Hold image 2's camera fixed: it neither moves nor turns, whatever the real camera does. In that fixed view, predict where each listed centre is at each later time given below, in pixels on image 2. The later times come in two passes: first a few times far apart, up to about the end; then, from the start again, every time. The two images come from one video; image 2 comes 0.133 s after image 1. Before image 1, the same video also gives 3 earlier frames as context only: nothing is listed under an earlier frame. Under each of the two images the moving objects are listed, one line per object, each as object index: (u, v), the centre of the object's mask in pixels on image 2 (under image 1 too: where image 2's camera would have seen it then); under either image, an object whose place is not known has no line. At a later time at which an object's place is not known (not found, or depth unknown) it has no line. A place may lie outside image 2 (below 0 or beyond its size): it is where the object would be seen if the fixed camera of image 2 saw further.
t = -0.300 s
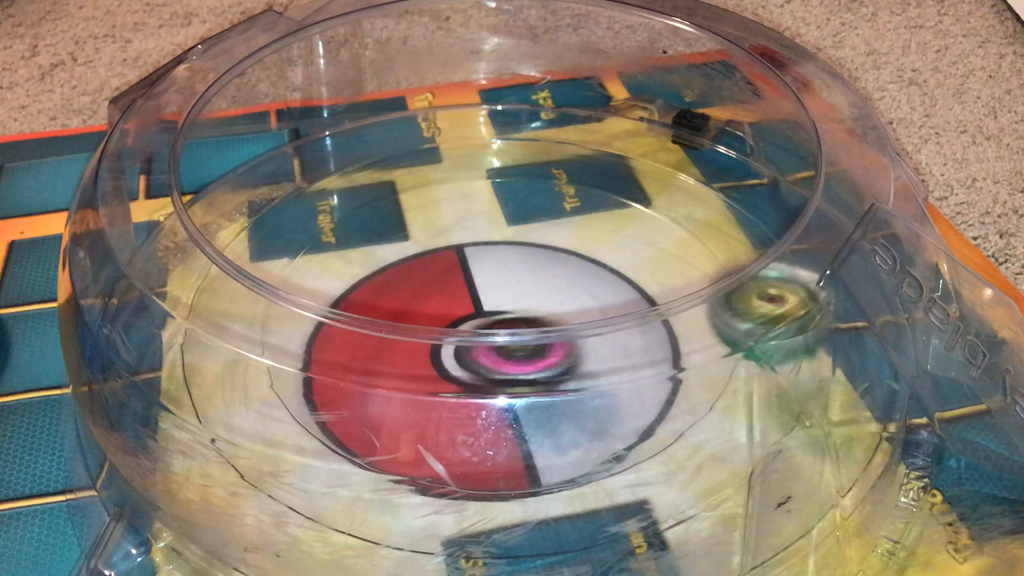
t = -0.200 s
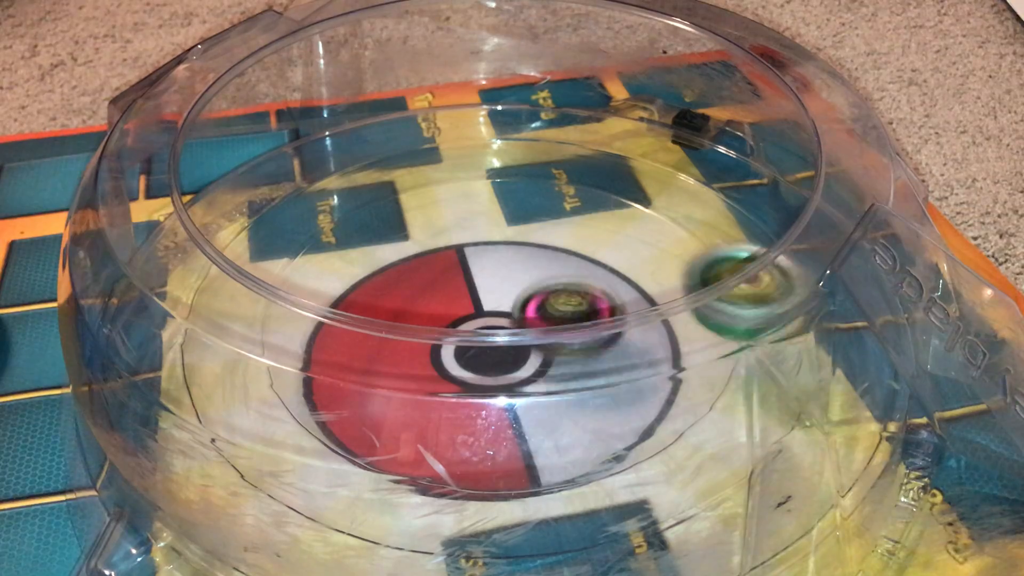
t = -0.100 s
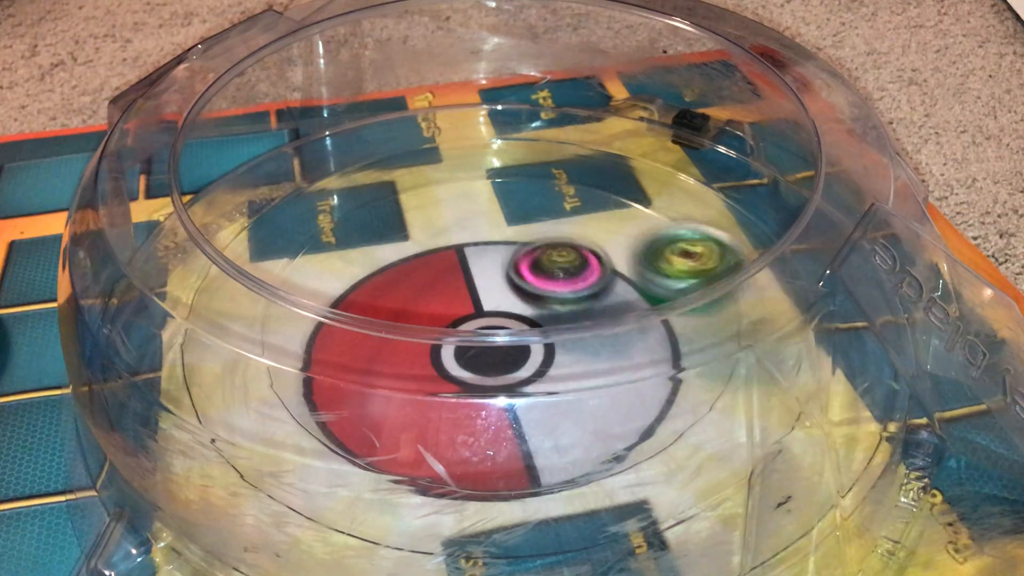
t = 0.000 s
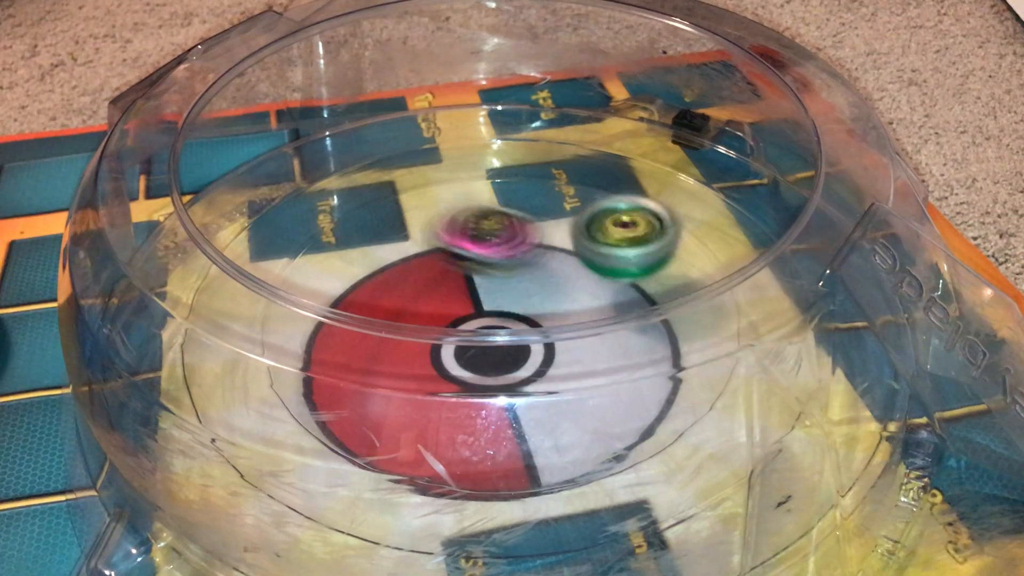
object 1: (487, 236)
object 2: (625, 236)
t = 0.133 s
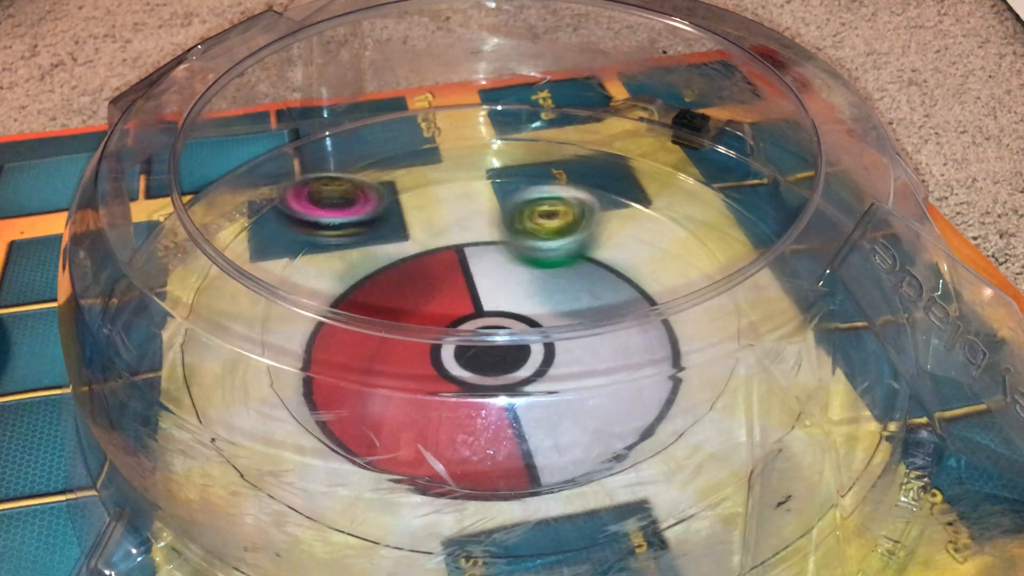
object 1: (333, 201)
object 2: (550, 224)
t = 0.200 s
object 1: (275, 212)
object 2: (484, 234)
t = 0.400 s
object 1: (166, 253)
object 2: (367, 336)
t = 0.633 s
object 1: (155, 272)
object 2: (530, 409)
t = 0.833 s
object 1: (172, 269)
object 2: (636, 326)
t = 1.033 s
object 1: (223, 287)
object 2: (524, 227)
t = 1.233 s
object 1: (316, 324)
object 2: (363, 228)
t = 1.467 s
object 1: (485, 423)
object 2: (391, 225)
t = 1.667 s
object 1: (643, 365)
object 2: (427, 263)
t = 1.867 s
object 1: (648, 263)
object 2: (508, 288)
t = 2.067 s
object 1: (591, 185)
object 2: (528, 291)
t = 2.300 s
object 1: (456, 187)
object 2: (548, 290)
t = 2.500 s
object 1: (381, 267)
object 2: (517, 296)
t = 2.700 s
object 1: (395, 345)
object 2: (573, 336)
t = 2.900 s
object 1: (525, 384)
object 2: (604, 290)
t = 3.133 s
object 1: (629, 315)
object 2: (506, 281)
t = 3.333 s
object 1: (572, 254)
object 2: (426, 326)
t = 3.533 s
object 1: (454, 262)
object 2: (462, 378)
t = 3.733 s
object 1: (396, 319)
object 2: (542, 343)
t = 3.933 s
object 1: (469, 382)
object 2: (500, 268)
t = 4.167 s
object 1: (579, 324)
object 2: (401, 259)
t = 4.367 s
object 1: (526, 261)
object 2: (413, 297)
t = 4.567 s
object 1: (420, 261)
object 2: (525, 326)
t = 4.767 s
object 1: (394, 318)
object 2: (573, 263)
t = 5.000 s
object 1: (518, 351)
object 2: (508, 237)
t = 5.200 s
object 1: (572, 284)
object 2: (447, 290)
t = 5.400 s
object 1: (513, 241)
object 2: (481, 358)
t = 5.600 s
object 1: (435, 276)
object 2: (566, 346)
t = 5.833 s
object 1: (476, 347)
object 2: (551, 274)
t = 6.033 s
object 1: (568, 325)
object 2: (469, 252)
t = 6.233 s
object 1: (560, 274)
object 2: (421, 290)
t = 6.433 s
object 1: (464, 270)
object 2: (485, 347)
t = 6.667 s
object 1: (444, 344)
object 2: (572, 296)
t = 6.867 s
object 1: (542, 349)
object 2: (542, 262)
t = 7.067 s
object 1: (570, 297)
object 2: (437, 255)
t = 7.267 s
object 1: (507, 283)
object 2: (374, 281)
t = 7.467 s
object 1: (506, 285)
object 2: (350, 339)
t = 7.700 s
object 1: (491, 298)
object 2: (453, 380)
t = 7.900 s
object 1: (510, 274)
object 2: (562, 356)
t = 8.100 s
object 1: (466, 283)
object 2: (586, 268)
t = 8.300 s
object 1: (512, 314)
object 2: (515, 221)
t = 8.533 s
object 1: (558, 282)
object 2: (425, 242)
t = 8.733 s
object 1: (500, 281)
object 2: (402, 309)
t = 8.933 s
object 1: (510, 303)
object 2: (435, 385)
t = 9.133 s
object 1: (555, 301)
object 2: (509, 390)
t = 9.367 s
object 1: (513, 275)
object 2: (552, 359)
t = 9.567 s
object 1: (445, 284)
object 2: (555, 340)
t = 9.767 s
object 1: (394, 309)
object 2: (559, 298)
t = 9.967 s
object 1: (375, 320)
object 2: (586, 278)
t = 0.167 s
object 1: (303, 204)
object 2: (519, 227)
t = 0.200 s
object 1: (275, 212)
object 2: (484, 234)
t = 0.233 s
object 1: (249, 216)
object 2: (452, 242)
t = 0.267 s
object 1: (232, 219)
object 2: (420, 257)
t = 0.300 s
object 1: (209, 225)
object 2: (396, 272)
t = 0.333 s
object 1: (187, 233)
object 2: (380, 286)
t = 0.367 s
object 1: (173, 238)
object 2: (369, 314)
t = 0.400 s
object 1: (166, 253)
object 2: (367, 336)
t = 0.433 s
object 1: (166, 257)
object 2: (374, 358)
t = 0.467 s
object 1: (163, 266)
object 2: (390, 381)
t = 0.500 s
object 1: (161, 270)
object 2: (412, 392)
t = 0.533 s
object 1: (158, 270)
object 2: (439, 403)
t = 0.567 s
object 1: (152, 269)
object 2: (469, 409)
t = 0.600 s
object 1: (152, 270)
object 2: (499, 411)
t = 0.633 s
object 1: (155, 272)
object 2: (530, 409)
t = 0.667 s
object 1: (157, 272)
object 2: (560, 401)
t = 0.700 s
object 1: (158, 272)
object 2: (587, 392)
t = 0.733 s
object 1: (160, 272)
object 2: (608, 382)
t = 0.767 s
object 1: (162, 272)
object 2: (626, 370)
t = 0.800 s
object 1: (164, 271)
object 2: (633, 346)
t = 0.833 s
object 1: (172, 269)
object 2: (636, 326)
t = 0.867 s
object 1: (173, 268)
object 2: (629, 306)
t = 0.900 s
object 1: (176, 268)
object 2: (619, 281)
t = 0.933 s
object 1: (188, 265)
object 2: (604, 269)
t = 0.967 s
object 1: (199, 274)
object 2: (581, 251)
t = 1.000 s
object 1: (211, 282)
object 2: (553, 236)
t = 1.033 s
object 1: (223, 287)
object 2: (524, 227)
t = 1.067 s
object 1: (233, 291)
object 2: (491, 220)
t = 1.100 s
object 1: (247, 291)
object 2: (458, 219)
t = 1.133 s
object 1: (260, 294)
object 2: (423, 220)
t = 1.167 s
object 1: (283, 291)
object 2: (393, 224)
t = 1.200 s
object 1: (307, 302)
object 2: (370, 232)
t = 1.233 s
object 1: (316, 324)
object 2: (363, 228)
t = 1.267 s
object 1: (323, 361)
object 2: (369, 219)
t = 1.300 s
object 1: (338, 379)
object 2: (375, 213)
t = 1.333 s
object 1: (360, 398)
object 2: (379, 210)
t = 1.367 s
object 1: (389, 410)
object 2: (382, 211)
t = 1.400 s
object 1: (420, 418)
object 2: (385, 214)
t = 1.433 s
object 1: (453, 423)
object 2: (387, 218)
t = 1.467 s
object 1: (485, 423)
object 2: (391, 225)
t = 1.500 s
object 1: (519, 420)
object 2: (393, 230)
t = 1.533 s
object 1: (551, 412)
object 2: (399, 237)
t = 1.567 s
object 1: (581, 402)
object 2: (403, 243)
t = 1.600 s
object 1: (604, 390)
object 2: (410, 249)
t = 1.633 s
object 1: (626, 377)
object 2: (418, 255)
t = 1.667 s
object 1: (643, 365)
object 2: (427, 263)
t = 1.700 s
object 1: (657, 350)
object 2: (438, 271)
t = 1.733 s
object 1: (662, 330)
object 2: (450, 277)
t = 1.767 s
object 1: (661, 304)
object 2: (463, 282)
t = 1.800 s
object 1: (660, 292)
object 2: (478, 286)
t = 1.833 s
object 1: (652, 274)
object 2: (492, 288)
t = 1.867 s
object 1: (648, 263)
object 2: (508, 288)
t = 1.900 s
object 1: (636, 248)
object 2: (526, 287)
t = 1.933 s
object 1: (629, 233)
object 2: (531, 286)
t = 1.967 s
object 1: (626, 216)
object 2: (527, 288)
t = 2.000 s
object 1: (619, 203)
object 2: (526, 290)
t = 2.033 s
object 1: (605, 192)
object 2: (527, 291)
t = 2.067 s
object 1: (591, 185)
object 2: (528, 291)
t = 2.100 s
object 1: (575, 179)
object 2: (531, 292)
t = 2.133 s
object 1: (557, 175)
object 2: (534, 293)
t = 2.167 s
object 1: (538, 172)
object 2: (538, 293)
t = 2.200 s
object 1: (517, 172)
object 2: (544, 293)
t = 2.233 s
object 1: (496, 175)
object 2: (547, 292)
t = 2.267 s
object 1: (476, 180)
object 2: (549, 291)
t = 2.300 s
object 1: (456, 187)
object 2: (548, 290)
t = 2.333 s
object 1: (438, 195)
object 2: (545, 290)
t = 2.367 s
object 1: (421, 207)
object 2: (541, 290)
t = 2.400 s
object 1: (408, 221)
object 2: (535, 292)
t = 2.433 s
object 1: (396, 236)
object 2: (530, 293)
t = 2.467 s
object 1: (386, 251)
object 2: (523, 294)
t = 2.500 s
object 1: (381, 267)
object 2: (517, 296)
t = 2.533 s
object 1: (382, 282)
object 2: (514, 300)
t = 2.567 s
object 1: (392, 294)
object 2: (510, 312)
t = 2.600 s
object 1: (384, 311)
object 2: (525, 327)
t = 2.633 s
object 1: (380, 320)
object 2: (543, 327)
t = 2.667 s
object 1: (384, 336)
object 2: (561, 341)
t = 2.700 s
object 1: (395, 345)
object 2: (573, 336)
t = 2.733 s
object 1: (408, 364)
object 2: (584, 322)
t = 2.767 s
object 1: (429, 377)
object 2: (594, 321)
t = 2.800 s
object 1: (453, 381)
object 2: (603, 318)
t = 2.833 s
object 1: (476, 385)
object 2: (607, 312)
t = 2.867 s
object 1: (501, 386)
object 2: (609, 305)
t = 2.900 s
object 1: (525, 384)
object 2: (604, 290)
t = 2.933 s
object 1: (550, 378)
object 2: (599, 287)
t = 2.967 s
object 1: (570, 375)
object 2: (589, 285)
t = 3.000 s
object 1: (590, 370)
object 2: (576, 282)
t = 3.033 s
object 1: (606, 359)
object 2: (563, 279)
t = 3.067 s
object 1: (621, 352)
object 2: (545, 278)
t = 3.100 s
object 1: (626, 333)
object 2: (526, 279)
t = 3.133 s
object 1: (629, 315)
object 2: (506, 281)
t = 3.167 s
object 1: (628, 304)
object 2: (487, 285)
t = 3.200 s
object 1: (621, 286)
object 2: (470, 289)
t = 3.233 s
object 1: (615, 280)
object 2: (456, 293)
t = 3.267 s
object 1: (604, 270)
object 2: (443, 298)
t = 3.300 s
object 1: (590, 261)
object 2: (434, 312)
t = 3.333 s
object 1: (572, 254)
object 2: (426, 326)
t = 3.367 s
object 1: (553, 249)
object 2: (421, 342)
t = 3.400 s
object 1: (534, 247)
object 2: (426, 350)
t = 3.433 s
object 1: (514, 247)
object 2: (431, 358)
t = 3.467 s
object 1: (493, 249)
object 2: (438, 373)
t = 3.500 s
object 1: (473, 256)
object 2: (450, 377)
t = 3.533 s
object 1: (454, 262)
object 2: (462, 378)
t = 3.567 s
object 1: (437, 271)
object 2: (480, 378)
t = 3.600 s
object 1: (423, 277)
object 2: (495, 377)
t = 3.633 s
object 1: (412, 285)
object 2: (507, 374)
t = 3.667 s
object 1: (404, 293)
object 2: (520, 367)
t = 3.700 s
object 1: (402, 299)
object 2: (529, 352)
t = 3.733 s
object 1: (396, 319)
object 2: (542, 343)
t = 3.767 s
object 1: (399, 339)
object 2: (542, 323)
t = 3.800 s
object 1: (406, 348)
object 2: (537, 301)
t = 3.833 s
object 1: (417, 364)
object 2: (533, 294)
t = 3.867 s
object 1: (432, 377)
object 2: (526, 287)
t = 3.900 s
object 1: (451, 371)
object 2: (514, 278)
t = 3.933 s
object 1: (469, 382)
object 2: (500, 268)
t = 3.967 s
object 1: (492, 382)
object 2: (485, 260)
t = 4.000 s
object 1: (514, 381)
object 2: (468, 256)
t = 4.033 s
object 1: (533, 375)
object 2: (453, 253)
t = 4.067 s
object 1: (551, 372)
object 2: (438, 251)
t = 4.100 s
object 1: (566, 360)
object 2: (424, 252)
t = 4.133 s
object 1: (577, 344)
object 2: (412, 254)
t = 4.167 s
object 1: (579, 324)
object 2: (401, 259)
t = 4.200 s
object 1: (578, 313)
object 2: (394, 264)
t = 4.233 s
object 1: (574, 296)
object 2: (390, 272)
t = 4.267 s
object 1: (566, 288)
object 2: (390, 279)
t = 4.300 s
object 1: (555, 278)
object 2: (394, 285)
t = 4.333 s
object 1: (542, 269)
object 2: (401, 291)
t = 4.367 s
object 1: (526, 261)
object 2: (413, 297)
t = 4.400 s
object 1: (509, 256)
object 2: (428, 315)
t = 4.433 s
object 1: (490, 254)
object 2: (445, 324)
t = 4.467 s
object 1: (472, 251)
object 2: (466, 329)
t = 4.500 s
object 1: (453, 252)
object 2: (486, 329)
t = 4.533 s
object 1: (436, 255)
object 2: (504, 328)
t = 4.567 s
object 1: (420, 261)
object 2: (525, 326)
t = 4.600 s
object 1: (407, 270)
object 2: (542, 315)
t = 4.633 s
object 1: (396, 275)
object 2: (554, 294)
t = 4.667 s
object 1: (389, 285)
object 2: (565, 287)
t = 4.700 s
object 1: (388, 292)
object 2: (572, 282)
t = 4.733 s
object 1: (392, 298)
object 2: (575, 273)
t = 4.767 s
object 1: (394, 318)
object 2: (573, 263)
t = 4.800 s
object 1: (404, 340)
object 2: (570, 253)
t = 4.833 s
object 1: (421, 343)
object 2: (564, 244)
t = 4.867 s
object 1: (439, 351)
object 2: (556, 238)
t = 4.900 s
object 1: (461, 357)
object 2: (546, 234)
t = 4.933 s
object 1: (482, 358)
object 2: (535, 232)
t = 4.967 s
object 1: (499, 356)
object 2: (522, 233)
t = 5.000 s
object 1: (518, 351)
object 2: (508, 237)
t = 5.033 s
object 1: (539, 343)
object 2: (495, 242)
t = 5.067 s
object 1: (552, 327)
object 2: (482, 250)
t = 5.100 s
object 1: (561, 317)
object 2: (471, 259)
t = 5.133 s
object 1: (564, 300)
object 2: (462, 270)
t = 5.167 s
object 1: (569, 291)
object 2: (455, 283)
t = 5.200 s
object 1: (572, 284)
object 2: (447, 290)
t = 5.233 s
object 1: (568, 274)
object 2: (444, 296)
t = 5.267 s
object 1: (562, 263)
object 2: (444, 314)
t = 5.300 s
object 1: (553, 255)
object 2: (448, 329)
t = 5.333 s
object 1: (541, 248)
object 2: (456, 344)
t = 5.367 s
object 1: (528, 242)
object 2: (469, 352)
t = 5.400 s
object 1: (513, 241)
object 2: (481, 358)
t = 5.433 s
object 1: (498, 239)
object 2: (496, 371)
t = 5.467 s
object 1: (482, 242)
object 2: (512, 373)
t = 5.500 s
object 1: (467, 248)
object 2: (528, 371)
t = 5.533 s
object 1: (454, 256)
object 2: (543, 369)
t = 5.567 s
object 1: (443, 267)
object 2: (555, 353)
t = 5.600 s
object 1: (435, 276)
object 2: (566, 346)
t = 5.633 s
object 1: (432, 286)
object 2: (577, 338)
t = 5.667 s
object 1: (431, 294)
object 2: (574, 322)
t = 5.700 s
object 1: (437, 301)
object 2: (571, 307)
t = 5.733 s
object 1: (443, 319)
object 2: (566, 293)
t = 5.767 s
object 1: (456, 328)
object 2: (559, 290)
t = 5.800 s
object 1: (465, 345)
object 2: (557, 282)
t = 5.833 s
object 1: (476, 347)
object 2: (551, 274)
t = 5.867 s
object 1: (492, 351)
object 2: (541, 267)
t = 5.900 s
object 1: (509, 351)
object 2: (529, 260)
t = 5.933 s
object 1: (523, 351)
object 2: (514, 254)
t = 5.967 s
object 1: (541, 346)
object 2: (499, 252)
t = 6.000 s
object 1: (557, 341)
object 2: (484, 251)
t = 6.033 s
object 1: (568, 325)
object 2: (469, 252)
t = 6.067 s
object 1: (575, 318)
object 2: (456, 255)
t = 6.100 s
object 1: (578, 301)
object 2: (444, 260)
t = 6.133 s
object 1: (581, 295)
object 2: (433, 268)
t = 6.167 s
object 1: (578, 288)
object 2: (426, 277)
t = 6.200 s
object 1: (571, 280)
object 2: (421, 284)
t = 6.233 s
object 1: (560, 274)
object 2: (421, 290)
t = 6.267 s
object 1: (547, 267)
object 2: (424, 295)
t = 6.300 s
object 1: (532, 264)
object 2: (427, 316)
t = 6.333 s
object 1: (513, 263)
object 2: (438, 324)
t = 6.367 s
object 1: (498, 264)
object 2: (451, 329)
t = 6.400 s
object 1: (481, 266)
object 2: (468, 345)
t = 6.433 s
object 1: (464, 270)
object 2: (485, 347)
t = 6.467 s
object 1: (451, 277)
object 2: (499, 347)
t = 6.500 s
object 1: (441, 286)
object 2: (517, 346)
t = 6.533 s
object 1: (436, 295)
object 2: (534, 344)
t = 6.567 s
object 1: (434, 300)
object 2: (547, 327)
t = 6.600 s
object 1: (431, 320)
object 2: (561, 325)
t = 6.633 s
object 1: (436, 327)
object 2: (570, 317)
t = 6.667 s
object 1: (444, 344)
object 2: (572, 296)
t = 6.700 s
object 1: (458, 349)
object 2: (576, 290)
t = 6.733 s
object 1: (474, 355)
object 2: (576, 285)
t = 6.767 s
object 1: (493, 357)
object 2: (572, 280)
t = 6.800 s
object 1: (510, 365)
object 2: (563, 273)
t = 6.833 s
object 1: (527, 363)
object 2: (553, 266)
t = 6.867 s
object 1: (542, 349)
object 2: (542, 262)
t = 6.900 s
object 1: (554, 341)
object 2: (528, 259)
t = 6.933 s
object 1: (564, 326)
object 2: (512, 258)
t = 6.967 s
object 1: (566, 318)
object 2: (497, 259)
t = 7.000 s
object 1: (570, 311)
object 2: (480, 258)
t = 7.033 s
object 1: (570, 299)
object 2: (458, 254)
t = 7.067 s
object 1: (570, 297)
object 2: (437, 255)
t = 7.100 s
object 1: (565, 294)
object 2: (420, 257)
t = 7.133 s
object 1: (558, 292)
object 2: (405, 261)
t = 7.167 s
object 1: (546, 288)
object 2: (394, 265)
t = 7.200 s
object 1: (535, 283)
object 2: (384, 271)
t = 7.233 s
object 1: (521, 283)
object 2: (378, 276)
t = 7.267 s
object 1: (507, 283)
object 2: (374, 281)
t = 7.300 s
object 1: (495, 282)
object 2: (373, 285)
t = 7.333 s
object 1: (482, 284)
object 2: (375, 289)
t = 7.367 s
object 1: (480, 285)
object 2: (367, 306)
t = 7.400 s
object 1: (492, 283)
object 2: (354, 316)
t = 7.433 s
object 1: (501, 283)
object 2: (347, 331)
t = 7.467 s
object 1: (506, 285)
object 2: (350, 339)
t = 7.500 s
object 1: (507, 285)
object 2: (358, 349)
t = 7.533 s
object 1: (504, 286)
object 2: (365, 363)
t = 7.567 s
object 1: (499, 287)
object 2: (380, 369)
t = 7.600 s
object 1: (495, 289)
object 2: (395, 369)
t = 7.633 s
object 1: (491, 293)
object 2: (414, 377)
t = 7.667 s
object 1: (489, 296)
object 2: (433, 380)
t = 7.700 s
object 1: (491, 298)
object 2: (453, 380)
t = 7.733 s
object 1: (496, 299)
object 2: (473, 380)
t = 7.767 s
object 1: (505, 296)
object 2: (488, 383)
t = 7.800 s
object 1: (513, 290)
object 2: (506, 381)
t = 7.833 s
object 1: (516, 285)
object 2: (526, 377)
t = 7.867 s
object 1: (514, 279)
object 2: (547, 372)
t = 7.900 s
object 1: (510, 274)
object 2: (562, 356)
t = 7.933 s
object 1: (504, 270)
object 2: (577, 341)
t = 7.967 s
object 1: (496, 268)
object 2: (585, 322)
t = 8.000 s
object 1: (486, 268)
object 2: (593, 310)
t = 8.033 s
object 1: (477, 271)
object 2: (591, 287)
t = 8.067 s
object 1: (471, 277)
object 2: (591, 280)
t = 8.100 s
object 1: (466, 283)
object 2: (586, 268)
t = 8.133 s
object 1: (467, 289)
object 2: (578, 257)
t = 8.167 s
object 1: (470, 296)
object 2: (567, 246)
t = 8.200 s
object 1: (478, 300)
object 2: (555, 237)
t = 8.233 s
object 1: (487, 314)
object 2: (543, 231)
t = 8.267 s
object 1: (498, 319)
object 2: (529, 225)
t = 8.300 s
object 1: (512, 314)
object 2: (515, 221)
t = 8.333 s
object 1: (526, 317)
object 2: (500, 220)
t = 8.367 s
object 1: (536, 312)
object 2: (487, 219)
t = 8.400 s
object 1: (547, 301)
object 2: (473, 221)
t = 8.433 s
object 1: (555, 298)
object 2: (459, 225)
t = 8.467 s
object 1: (560, 293)
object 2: (447, 229)
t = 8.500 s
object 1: (561, 288)
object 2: (437, 235)
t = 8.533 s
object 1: (558, 282)
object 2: (425, 242)
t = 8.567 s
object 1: (552, 276)
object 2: (416, 251)
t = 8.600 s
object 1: (542, 273)
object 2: (409, 263)
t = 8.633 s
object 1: (528, 271)
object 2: (405, 274)
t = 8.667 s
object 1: (515, 274)
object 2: (402, 282)
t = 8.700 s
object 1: (507, 277)
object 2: (402, 290)
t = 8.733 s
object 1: (500, 281)
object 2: (402, 309)
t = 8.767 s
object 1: (495, 283)
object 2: (403, 325)
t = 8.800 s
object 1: (494, 288)
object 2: (404, 341)
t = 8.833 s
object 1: (497, 294)
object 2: (404, 358)
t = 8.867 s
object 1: (500, 299)
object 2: (409, 374)
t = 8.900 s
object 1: (504, 302)
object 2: (422, 381)
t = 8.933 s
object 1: (510, 303)
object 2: (435, 385)
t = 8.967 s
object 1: (518, 306)
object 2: (448, 389)
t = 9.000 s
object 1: (526, 306)
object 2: (460, 391)
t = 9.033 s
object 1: (538, 316)
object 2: (471, 392)
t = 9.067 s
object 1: (542, 305)
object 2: (484, 393)
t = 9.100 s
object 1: (550, 304)
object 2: (496, 392)
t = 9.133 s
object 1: (555, 301)
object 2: (509, 390)
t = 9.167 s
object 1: (556, 299)
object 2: (522, 386)
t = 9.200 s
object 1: (555, 296)
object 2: (533, 383)
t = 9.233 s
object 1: (550, 294)
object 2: (544, 378)
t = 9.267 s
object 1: (543, 289)
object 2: (552, 372)
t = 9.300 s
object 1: (532, 286)
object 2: (556, 369)
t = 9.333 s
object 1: (523, 280)
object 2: (556, 369)
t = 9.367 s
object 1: (513, 275)
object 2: (552, 359)
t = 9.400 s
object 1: (502, 274)
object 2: (551, 354)
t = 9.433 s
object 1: (491, 275)
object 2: (550, 349)
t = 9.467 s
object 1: (480, 280)
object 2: (551, 343)
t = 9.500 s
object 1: (469, 283)
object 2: (550, 342)
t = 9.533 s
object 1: (456, 283)
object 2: (553, 342)
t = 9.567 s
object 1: (445, 284)
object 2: (555, 340)
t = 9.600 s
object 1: (436, 285)
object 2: (553, 327)
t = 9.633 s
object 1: (428, 289)
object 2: (551, 327)
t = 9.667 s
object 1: (423, 293)
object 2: (546, 321)
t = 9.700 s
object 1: (420, 297)
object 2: (541, 316)
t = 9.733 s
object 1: (416, 300)
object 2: (542, 313)
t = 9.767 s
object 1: (394, 309)
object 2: (559, 298)
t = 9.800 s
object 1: (378, 310)
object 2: (573, 294)
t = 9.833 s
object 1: (366, 313)
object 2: (582, 289)
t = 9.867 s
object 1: (364, 315)
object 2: (585, 285)
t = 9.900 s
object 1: (366, 313)
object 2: (588, 284)
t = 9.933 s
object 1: (370, 319)
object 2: (588, 281)
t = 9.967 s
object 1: (375, 320)
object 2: (586, 278)
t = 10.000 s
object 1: (381, 321)
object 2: (582, 276)
